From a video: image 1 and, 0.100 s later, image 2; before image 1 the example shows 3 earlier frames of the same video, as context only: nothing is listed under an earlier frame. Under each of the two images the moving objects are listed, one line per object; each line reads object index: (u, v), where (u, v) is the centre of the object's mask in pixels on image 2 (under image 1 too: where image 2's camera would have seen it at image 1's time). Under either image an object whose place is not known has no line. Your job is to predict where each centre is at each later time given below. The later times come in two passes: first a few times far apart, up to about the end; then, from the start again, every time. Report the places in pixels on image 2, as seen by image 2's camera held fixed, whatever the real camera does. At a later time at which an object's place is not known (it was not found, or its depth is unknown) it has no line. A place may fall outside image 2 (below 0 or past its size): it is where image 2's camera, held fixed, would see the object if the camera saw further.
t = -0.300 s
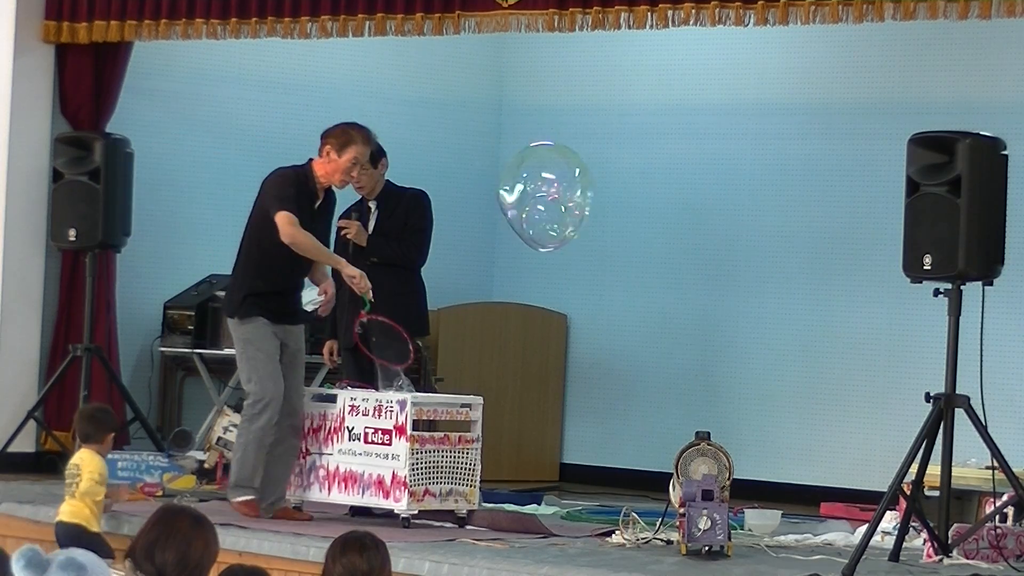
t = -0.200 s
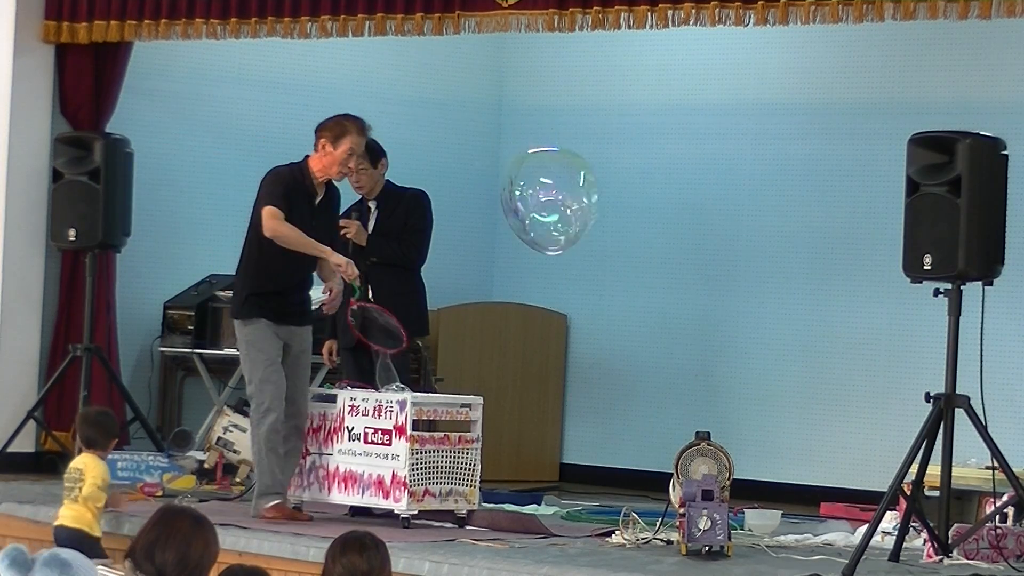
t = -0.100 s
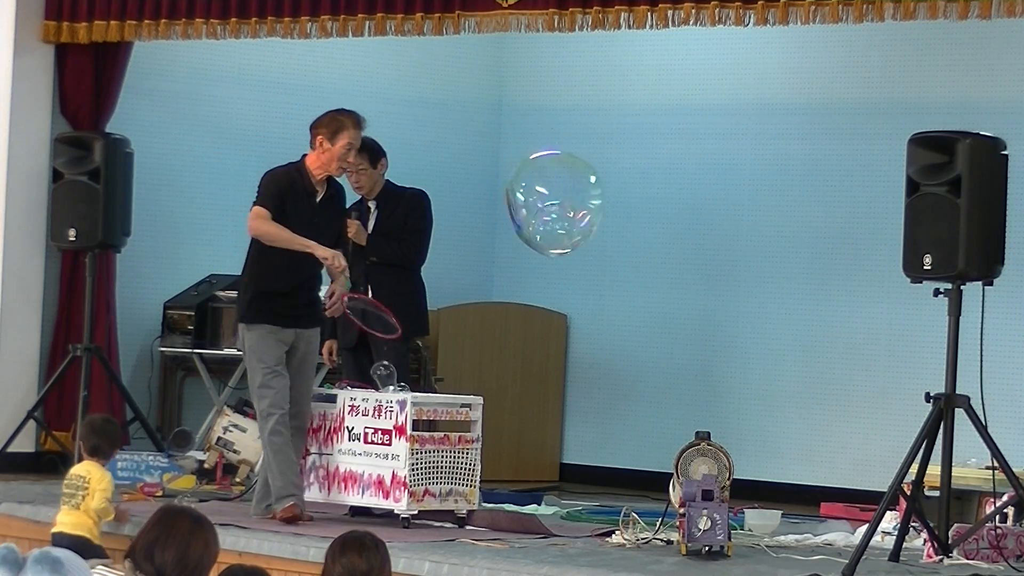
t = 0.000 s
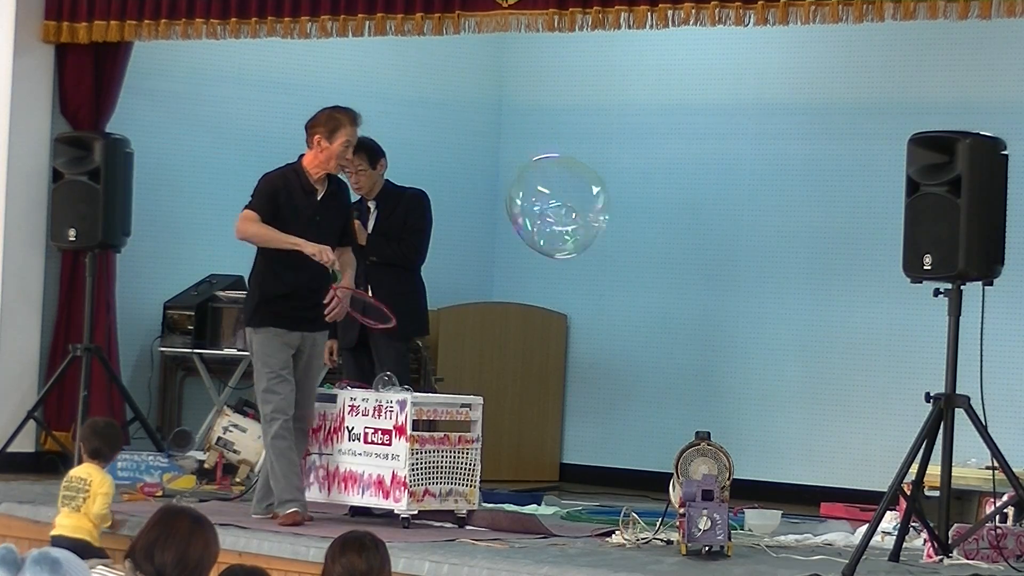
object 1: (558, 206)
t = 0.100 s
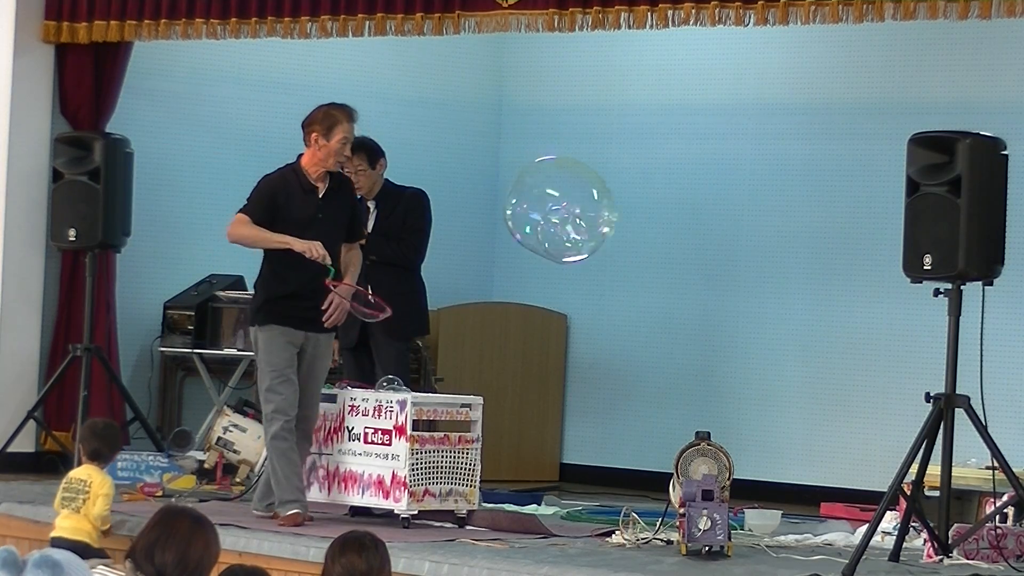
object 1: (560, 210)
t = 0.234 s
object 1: (562, 218)
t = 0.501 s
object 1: (576, 232)
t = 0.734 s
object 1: (584, 244)
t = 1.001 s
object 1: (589, 262)
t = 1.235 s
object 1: (598, 276)
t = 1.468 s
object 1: (605, 290)
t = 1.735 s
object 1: (609, 311)
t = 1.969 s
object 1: (615, 330)
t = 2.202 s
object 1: (622, 348)
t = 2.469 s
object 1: (624, 372)
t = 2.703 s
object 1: (626, 393)
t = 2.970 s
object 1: (629, 415)
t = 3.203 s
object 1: (627, 438)
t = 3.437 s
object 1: (624, 463)
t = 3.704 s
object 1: (624, 482)
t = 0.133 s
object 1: (560, 212)
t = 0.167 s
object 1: (560, 214)
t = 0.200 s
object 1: (560, 216)
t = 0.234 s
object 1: (562, 218)
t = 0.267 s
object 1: (563, 220)
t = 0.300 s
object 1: (564, 222)
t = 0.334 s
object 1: (565, 223)
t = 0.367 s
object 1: (566, 225)
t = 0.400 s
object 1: (568, 227)
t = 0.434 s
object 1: (571, 228)
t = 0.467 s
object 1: (573, 230)
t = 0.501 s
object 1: (576, 232)
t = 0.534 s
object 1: (577, 234)
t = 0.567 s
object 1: (579, 235)
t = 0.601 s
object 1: (581, 237)
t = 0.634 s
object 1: (582, 239)
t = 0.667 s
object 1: (583, 240)
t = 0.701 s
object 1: (583, 242)
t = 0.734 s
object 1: (584, 244)
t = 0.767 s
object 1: (584, 246)
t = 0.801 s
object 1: (585, 249)
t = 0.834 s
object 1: (586, 251)
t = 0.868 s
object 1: (587, 253)
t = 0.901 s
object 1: (587, 256)
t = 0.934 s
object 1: (587, 258)
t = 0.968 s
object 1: (588, 260)
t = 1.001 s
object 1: (589, 262)
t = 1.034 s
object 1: (590, 264)
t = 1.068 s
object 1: (591, 266)
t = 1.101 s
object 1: (592, 268)
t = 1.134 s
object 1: (593, 270)
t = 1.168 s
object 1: (595, 272)
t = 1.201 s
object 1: (597, 274)
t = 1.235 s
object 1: (598, 276)
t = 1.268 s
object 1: (598, 278)
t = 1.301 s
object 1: (599, 281)
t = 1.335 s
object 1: (601, 282)
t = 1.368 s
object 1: (602, 284)
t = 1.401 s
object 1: (603, 286)
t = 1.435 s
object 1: (604, 288)
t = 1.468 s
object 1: (605, 290)
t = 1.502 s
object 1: (606, 292)
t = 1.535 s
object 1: (607, 294)
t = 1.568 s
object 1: (607, 297)
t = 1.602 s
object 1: (608, 299)
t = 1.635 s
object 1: (609, 302)
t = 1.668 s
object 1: (609, 304)
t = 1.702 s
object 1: (609, 308)
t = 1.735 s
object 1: (609, 311)
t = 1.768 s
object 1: (609, 314)
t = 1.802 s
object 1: (610, 316)
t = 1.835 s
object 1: (611, 319)
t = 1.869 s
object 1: (612, 321)
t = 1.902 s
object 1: (613, 325)
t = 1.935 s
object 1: (614, 327)
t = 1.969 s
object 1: (615, 330)
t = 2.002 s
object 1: (617, 332)
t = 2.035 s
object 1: (618, 335)
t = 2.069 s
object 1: (619, 337)
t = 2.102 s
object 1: (620, 340)
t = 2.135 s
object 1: (620, 344)
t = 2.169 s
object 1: (621, 345)
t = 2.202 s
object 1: (622, 348)
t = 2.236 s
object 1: (622, 352)
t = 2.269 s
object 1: (623, 354)
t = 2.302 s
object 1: (623, 357)
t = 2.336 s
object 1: (623, 360)
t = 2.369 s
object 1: (624, 362)
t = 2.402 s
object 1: (623, 366)
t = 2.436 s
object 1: (623, 369)
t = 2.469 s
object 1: (624, 372)
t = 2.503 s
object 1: (624, 375)
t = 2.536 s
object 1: (624, 378)
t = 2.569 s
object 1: (624, 381)
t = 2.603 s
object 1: (625, 385)
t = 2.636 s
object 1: (625, 387)
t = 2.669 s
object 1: (626, 390)
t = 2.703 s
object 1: (626, 393)
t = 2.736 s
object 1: (627, 396)
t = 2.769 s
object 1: (627, 399)
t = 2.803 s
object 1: (627, 401)
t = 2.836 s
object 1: (628, 405)
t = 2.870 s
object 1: (627, 407)
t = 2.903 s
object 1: (628, 410)
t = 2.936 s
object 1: (628, 412)
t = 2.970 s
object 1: (629, 415)
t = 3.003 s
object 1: (629, 419)
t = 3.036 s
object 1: (630, 422)
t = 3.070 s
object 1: (630, 426)
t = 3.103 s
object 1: (630, 429)
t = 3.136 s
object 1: (628, 432)
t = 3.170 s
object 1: (627, 436)
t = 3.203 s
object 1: (627, 438)
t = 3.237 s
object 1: (626, 442)
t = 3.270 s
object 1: (628, 445)
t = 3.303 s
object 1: (626, 451)
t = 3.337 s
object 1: (625, 454)
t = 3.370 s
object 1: (625, 457)
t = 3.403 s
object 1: (624, 460)
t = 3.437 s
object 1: (624, 463)
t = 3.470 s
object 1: (624, 465)
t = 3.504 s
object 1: (623, 469)
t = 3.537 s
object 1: (623, 470)
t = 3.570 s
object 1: (624, 472)
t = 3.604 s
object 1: (625, 476)
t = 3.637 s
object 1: (624, 478)
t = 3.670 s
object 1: (624, 480)
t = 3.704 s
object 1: (624, 482)
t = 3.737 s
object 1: (624, 484)
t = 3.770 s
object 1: (623, 487)
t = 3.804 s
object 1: (623, 488)
